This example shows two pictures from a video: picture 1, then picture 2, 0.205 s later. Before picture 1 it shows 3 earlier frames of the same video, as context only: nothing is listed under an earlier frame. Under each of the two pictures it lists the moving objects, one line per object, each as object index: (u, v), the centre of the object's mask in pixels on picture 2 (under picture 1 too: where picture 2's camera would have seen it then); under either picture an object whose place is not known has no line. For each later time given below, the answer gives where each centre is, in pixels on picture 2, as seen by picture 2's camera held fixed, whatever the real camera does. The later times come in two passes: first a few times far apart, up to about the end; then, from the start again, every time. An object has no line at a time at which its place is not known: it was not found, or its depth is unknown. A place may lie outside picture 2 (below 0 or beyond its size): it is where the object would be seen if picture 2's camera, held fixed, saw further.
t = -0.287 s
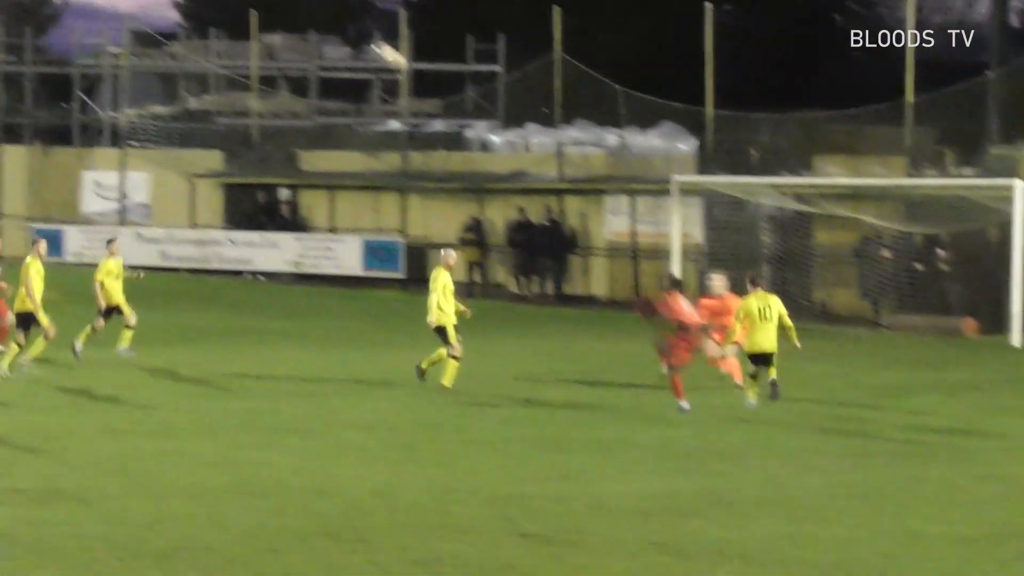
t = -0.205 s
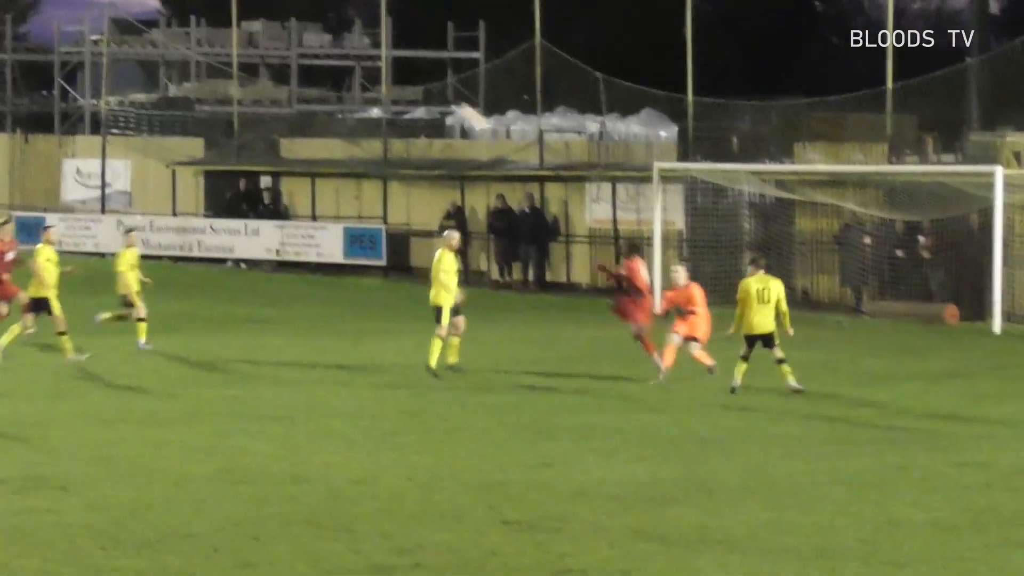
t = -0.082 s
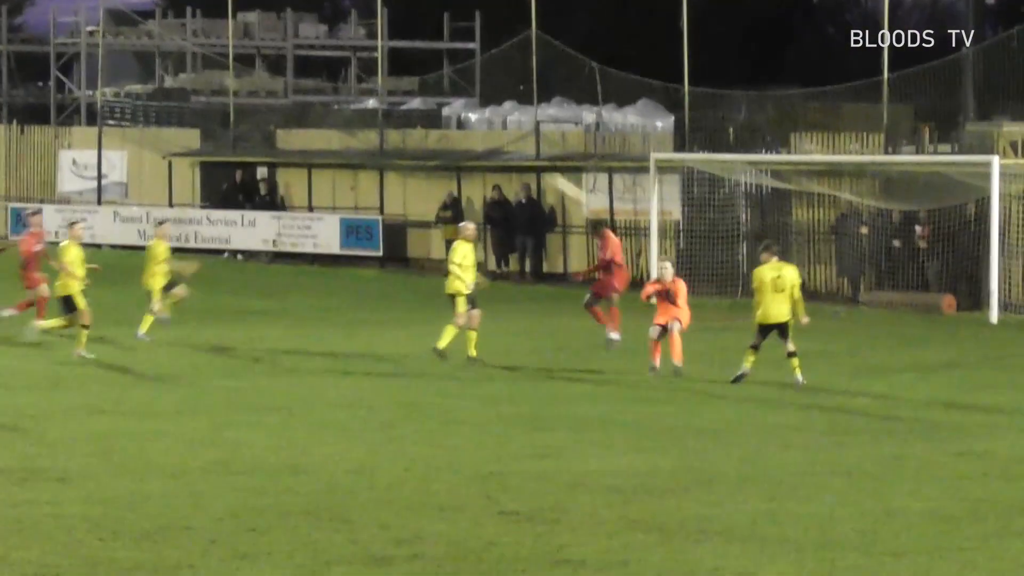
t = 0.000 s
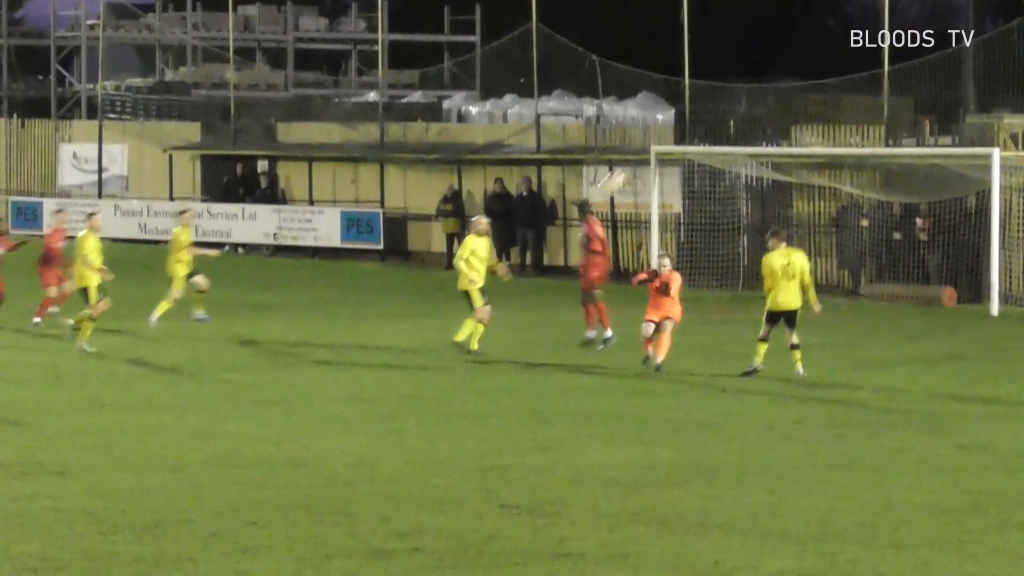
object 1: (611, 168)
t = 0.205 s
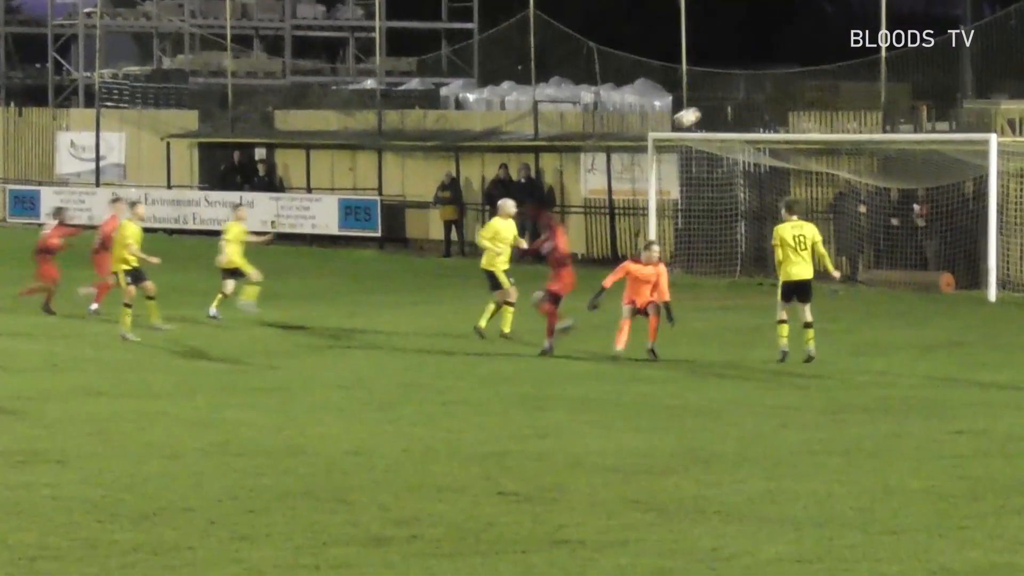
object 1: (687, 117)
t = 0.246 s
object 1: (702, 112)
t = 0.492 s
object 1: (789, 106)
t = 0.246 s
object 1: (702, 112)
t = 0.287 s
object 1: (717, 107)
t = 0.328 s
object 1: (732, 105)
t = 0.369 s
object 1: (746, 103)
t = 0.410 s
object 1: (760, 102)
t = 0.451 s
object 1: (775, 104)
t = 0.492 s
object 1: (789, 106)
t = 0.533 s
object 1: (803, 109)
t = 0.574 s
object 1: (817, 113)
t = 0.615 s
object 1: (831, 119)
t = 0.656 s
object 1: (844, 127)
